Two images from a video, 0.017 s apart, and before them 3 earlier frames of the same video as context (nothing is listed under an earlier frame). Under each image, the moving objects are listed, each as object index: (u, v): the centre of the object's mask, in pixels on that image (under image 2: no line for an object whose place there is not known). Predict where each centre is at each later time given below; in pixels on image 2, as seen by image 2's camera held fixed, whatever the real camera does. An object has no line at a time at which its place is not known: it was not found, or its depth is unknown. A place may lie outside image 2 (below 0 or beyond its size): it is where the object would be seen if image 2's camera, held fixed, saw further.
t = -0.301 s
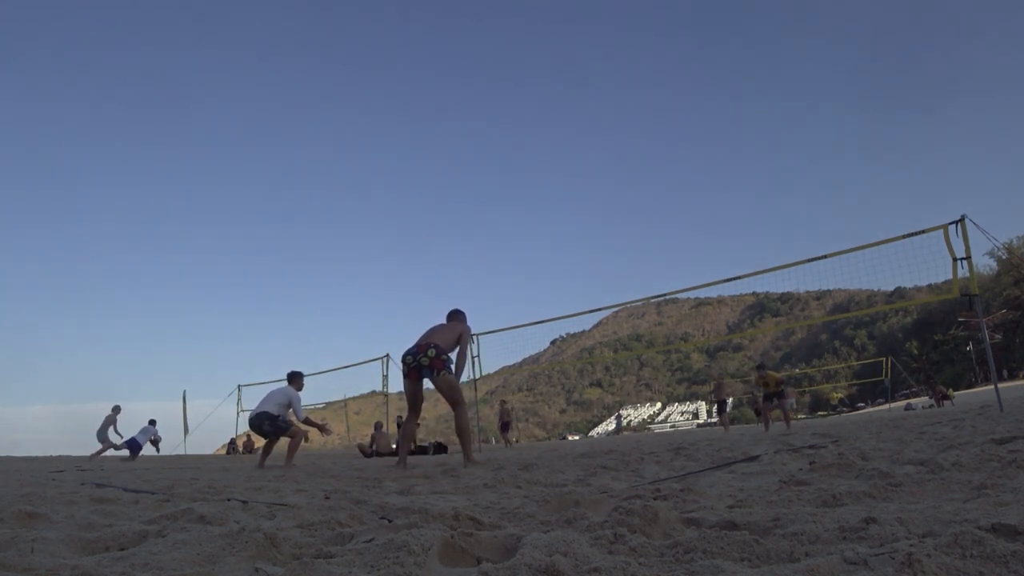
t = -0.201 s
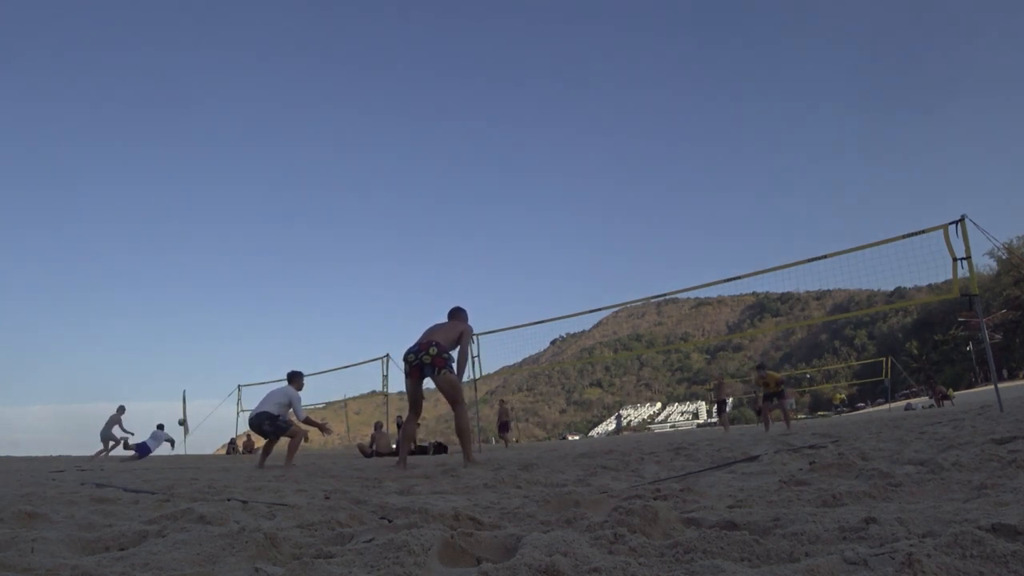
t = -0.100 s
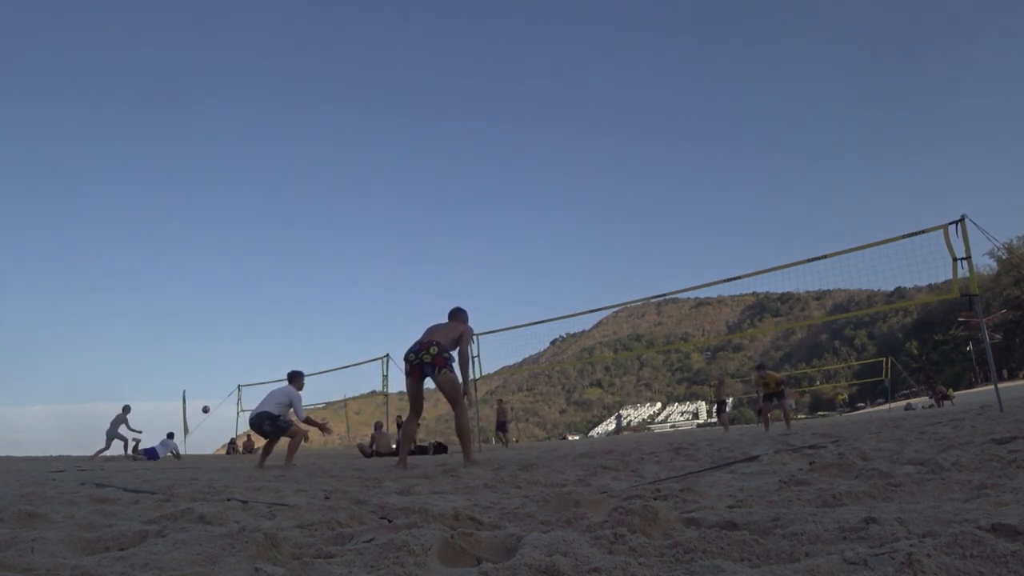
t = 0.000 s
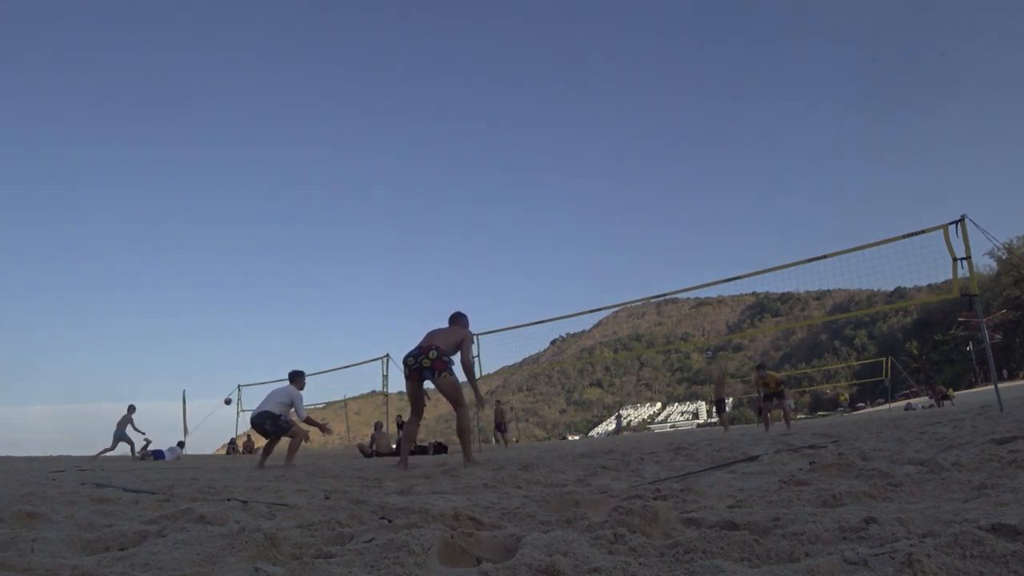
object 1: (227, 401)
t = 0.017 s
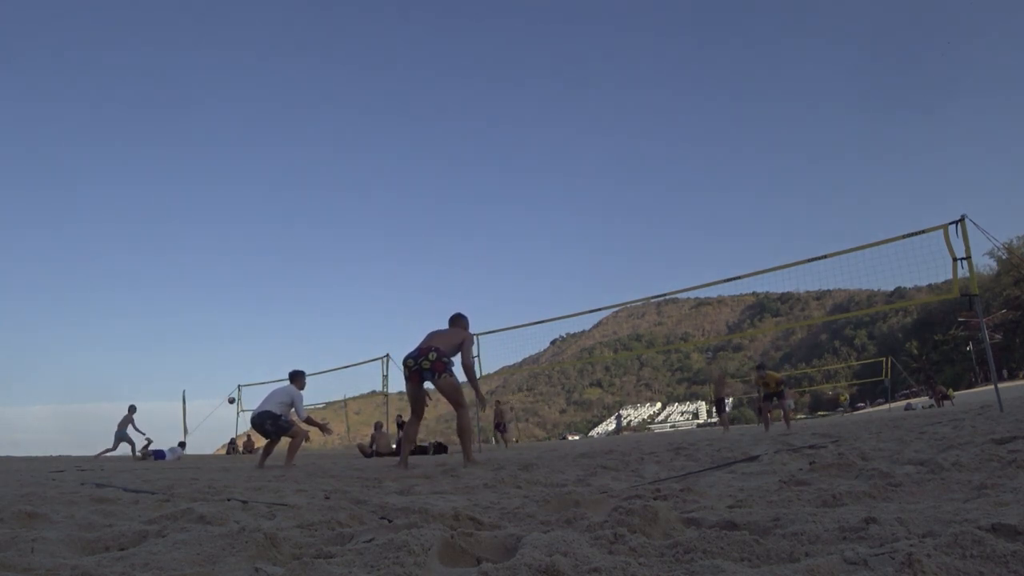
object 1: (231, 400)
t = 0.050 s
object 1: (238, 398)
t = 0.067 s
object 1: (242, 398)
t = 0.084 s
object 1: (245, 397)
